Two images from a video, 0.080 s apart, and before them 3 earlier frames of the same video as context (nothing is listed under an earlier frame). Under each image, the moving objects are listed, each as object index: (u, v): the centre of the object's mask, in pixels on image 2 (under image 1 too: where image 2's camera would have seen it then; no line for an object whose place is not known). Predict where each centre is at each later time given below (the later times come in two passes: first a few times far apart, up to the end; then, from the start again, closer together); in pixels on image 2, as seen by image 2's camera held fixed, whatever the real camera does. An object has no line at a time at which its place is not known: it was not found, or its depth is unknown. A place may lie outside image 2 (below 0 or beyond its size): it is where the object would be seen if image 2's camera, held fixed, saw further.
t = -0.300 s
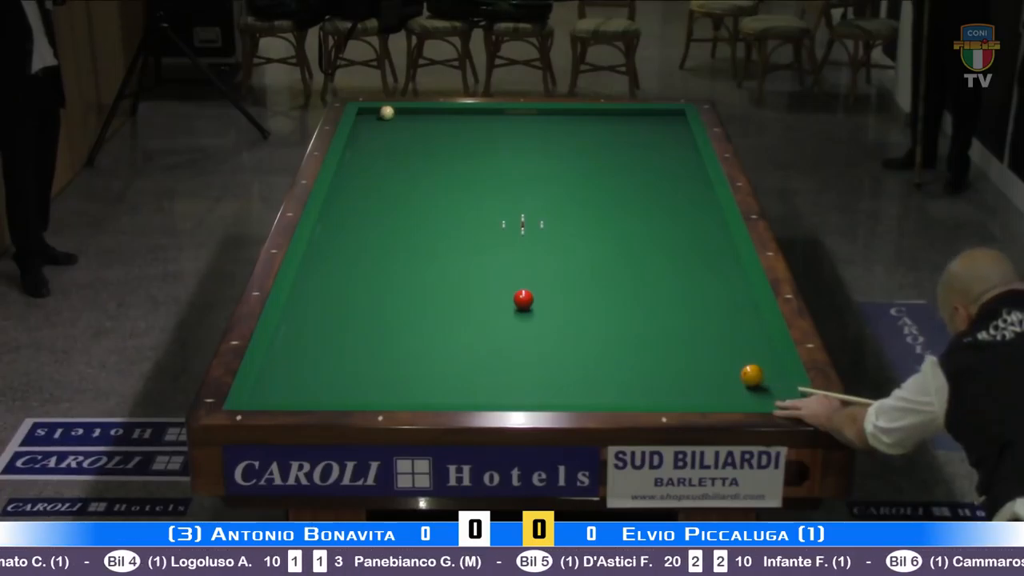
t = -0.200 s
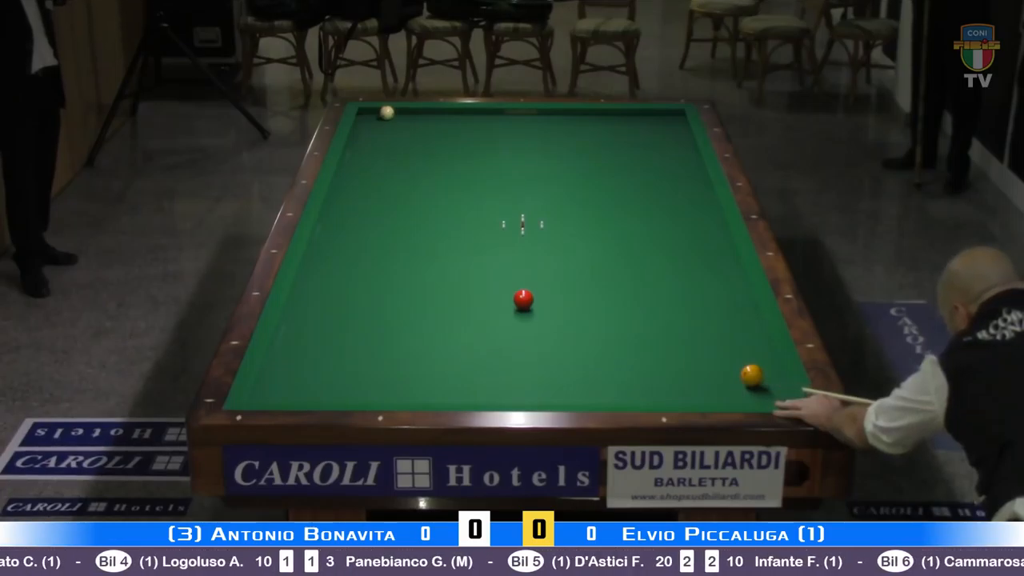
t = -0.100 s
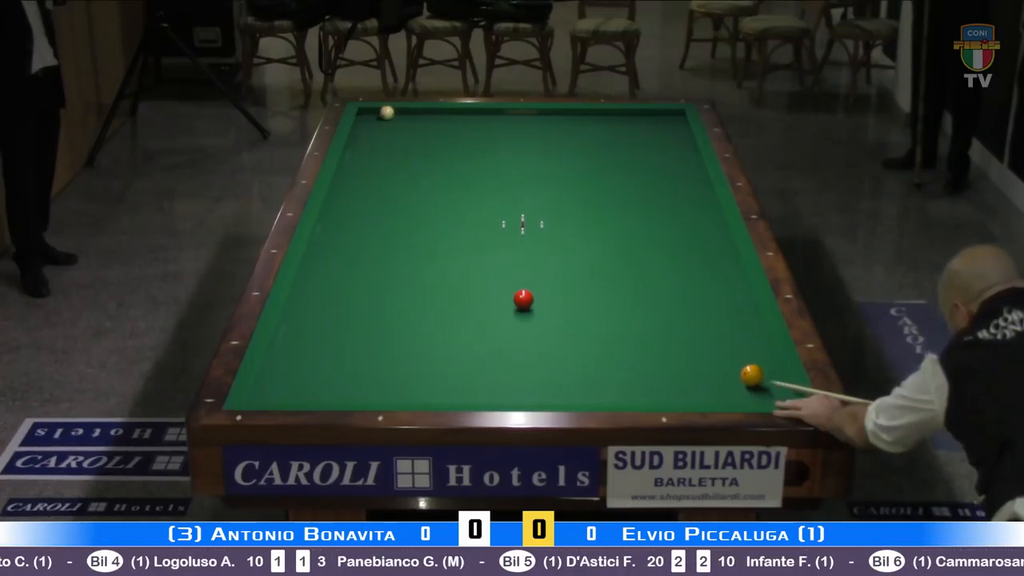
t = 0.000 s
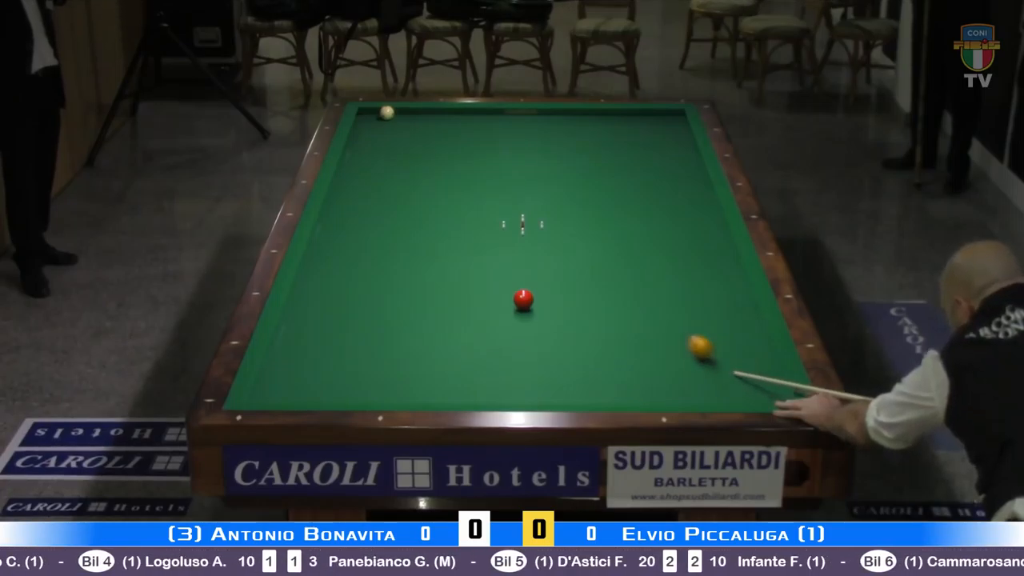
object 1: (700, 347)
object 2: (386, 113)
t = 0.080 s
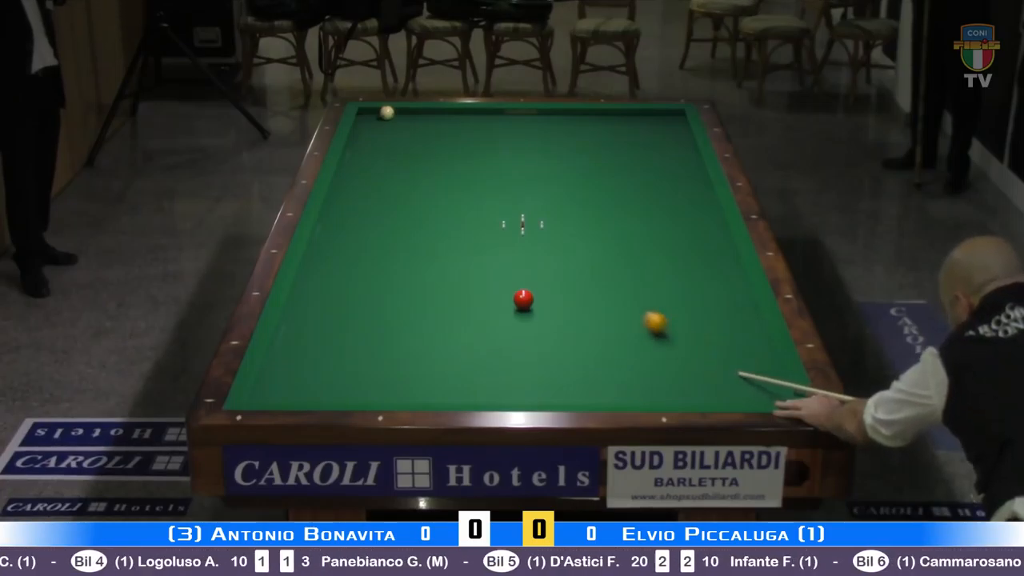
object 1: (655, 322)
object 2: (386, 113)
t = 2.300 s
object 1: (499, 119)
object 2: (363, 125)
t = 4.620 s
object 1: (577, 174)
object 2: (402, 180)
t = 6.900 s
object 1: (374, 237)
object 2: (434, 224)
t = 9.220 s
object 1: (356, 284)
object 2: (451, 251)
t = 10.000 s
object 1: (373, 293)
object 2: (454, 256)
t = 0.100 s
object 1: (644, 317)
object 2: (386, 113)
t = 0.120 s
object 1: (634, 311)
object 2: (386, 113)
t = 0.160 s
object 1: (615, 301)
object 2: (386, 113)
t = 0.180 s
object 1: (606, 296)
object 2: (386, 113)
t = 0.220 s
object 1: (589, 286)
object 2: (386, 113)
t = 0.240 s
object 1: (580, 281)
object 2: (386, 113)
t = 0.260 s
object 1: (572, 277)
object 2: (386, 113)
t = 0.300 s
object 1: (557, 268)
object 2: (386, 113)
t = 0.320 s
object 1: (549, 264)
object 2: (386, 113)
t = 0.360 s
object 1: (536, 256)
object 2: (386, 113)
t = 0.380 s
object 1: (529, 253)
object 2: (386, 113)
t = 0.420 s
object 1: (516, 245)
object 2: (386, 113)
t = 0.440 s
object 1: (510, 242)
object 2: (386, 113)
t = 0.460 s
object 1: (504, 239)
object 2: (386, 112)
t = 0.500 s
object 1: (493, 233)
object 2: (386, 113)
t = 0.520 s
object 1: (488, 229)
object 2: (386, 112)
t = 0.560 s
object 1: (477, 223)
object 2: (386, 113)
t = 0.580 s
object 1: (473, 221)
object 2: (386, 113)
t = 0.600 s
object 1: (468, 218)
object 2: (386, 113)
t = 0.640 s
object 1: (459, 213)
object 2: (386, 113)
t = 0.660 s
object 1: (456, 210)
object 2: (386, 112)
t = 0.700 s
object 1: (447, 206)
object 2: (386, 113)
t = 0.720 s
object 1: (444, 203)
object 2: (386, 113)
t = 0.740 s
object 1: (440, 201)
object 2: (386, 113)
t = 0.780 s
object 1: (434, 197)
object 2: (386, 113)
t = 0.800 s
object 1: (430, 195)
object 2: (386, 113)
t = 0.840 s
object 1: (424, 190)
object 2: (386, 113)
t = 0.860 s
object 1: (420, 188)
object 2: (386, 113)
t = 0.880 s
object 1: (417, 186)
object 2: (386, 113)
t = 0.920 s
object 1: (411, 182)
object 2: (386, 113)
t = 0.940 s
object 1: (408, 180)
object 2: (386, 112)
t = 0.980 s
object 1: (402, 176)
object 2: (386, 112)
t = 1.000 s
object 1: (399, 174)
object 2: (386, 113)
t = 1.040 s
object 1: (393, 171)
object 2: (386, 112)
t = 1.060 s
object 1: (390, 169)
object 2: (386, 113)
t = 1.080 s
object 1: (387, 167)
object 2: (386, 113)
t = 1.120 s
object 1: (382, 163)
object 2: (386, 113)
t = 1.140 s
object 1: (379, 161)
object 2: (386, 112)
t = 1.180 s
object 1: (374, 158)
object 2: (386, 112)
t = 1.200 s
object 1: (370, 156)
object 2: (386, 113)
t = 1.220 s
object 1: (368, 154)
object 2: (386, 112)
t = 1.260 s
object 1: (362, 150)
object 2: (386, 113)
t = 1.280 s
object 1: (359, 149)
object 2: (386, 113)
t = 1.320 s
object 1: (354, 145)
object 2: (386, 113)
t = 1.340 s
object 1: (352, 143)
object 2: (386, 112)
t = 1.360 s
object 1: (354, 142)
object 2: (386, 113)
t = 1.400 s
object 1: (360, 138)
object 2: (386, 112)
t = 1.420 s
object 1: (363, 136)
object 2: (386, 113)
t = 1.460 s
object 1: (368, 133)
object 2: (386, 113)
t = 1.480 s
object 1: (370, 132)
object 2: (386, 113)
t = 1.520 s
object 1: (375, 128)
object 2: (386, 112)
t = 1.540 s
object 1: (377, 127)
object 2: (387, 112)
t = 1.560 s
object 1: (379, 125)
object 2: (387, 112)
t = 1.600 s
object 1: (383, 122)
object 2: (387, 111)
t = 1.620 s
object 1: (386, 121)
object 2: (387, 110)
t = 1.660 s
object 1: (389, 117)
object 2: (385, 110)
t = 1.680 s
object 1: (392, 116)
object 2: (384, 110)
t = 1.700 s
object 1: (396, 116)
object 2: (383, 111)
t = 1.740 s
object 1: (403, 114)
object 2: (381, 110)
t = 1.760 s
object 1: (406, 114)
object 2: (380, 111)
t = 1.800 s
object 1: (413, 113)
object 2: (377, 112)
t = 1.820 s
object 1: (416, 112)
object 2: (376, 113)
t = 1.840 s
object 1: (420, 112)
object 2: (375, 113)
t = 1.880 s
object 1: (426, 110)
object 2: (373, 114)
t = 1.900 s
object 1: (430, 111)
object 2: (372, 115)
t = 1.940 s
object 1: (437, 112)
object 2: (369, 116)
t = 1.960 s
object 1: (440, 112)
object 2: (368, 116)
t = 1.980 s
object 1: (443, 113)
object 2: (367, 117)
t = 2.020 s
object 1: (450, 113)
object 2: (365, 118)
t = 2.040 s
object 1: (454, 114)
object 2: (364, 119)
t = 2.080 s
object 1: (461, 115)
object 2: (362, 120)
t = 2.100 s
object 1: (464, 115)
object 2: (361, 121)
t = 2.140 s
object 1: (471, 116)
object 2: (360, 121)
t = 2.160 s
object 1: (475, 116)
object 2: (361, 122)
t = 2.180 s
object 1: (478, 116)
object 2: (361, 122)
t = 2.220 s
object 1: (485, 117)
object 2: (361, 123)
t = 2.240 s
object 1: (489, 117)
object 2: (361, 123)
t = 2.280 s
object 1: (496, 118)
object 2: (362, 125)
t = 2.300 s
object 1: (499, 119)
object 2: (363, 125)
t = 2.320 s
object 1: (503, 119)
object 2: (363, 126)
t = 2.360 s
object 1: (510, 120)
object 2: (363, 127)
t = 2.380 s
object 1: (513, 120)
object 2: (363, 127)
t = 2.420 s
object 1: (520, 121)
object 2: (364, 128)
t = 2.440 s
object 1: (524, 121)
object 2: (365, 128)
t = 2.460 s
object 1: (527, 122)
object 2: (365, 129)
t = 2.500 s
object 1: (535, 123)
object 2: (365, 130)
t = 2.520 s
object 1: (538, 123)
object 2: (366, 130)
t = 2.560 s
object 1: (545, 124)
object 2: (367, 131)
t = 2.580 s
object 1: (549, 124)
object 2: (367, 132)
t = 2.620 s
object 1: (556, 125)
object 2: (368, 133)
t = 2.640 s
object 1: (559, 125)
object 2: (368, 133)
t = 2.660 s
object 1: (563, 126)
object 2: (368, 134)
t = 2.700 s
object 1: (570, 126)
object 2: (369, 135)
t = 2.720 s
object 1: (573, 127)
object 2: (369, 135)
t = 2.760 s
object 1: (581, 128)
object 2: (371, 136)
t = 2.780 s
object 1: (584, 128)
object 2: (371, 137)
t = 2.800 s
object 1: (588, 129)
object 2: (372, 137)
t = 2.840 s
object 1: (595, 130)
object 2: (372, 138)
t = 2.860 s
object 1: (598, 130)
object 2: (372, 139)
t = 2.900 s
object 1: (606, 131)
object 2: (373, 140)
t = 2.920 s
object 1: (609, 131)
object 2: (373, 140)
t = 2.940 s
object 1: (612, 132)
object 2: (373, 141)
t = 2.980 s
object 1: (620, 132)
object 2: (374, 142)
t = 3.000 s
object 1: (623, 133)
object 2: (374, 142)
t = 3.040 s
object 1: (631, 133)
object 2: (375, 144)
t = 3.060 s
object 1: (634, 134)
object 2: (375, 144)
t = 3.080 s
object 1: (637, 134)
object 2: (376, 145)
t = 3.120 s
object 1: (645, 135)
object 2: (376, 145)
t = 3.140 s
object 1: (648, 136)
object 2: (377, 145)
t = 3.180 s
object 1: (655, 136)
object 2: (378, 147)
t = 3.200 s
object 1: (659, 137)
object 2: (378, 147)
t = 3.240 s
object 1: (666, 137)
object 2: (379, 148)
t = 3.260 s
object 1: (669, 138)
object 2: (379, 149)
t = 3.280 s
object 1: (673, 138)
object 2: (380, 149)
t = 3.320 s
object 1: (680, 139)
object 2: (380, 150)
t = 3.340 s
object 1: (683, 139)
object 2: (380, 151)
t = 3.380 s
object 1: (687, 140)
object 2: (381, 152)
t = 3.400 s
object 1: (685, 141)
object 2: (381, 152)
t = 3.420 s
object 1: (683, 141)
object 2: (381, 152)
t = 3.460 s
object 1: (678, 142)
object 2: (382, 153)
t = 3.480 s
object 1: (677, 143)
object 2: (382, 154)
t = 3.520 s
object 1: (672, 144)
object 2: (382, 155)
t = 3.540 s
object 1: (671, 144)
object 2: (383, 155)
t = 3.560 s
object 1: (669, 145)
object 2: (383, 156)
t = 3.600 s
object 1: (666, 146)
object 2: (384, 157)
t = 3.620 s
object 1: (664, 147)
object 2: (385, 158)
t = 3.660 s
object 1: (660, 148)
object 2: (385, 158)
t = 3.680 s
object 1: (659, 148)
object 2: (386, 159)
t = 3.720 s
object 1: (655, 150)
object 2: (386, 159)
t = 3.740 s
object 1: (654, 150)
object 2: (387, 160)
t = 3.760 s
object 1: (652, 151)
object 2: (387, 161)
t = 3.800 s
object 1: (648, 152)
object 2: (388, 162)
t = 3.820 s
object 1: (647, 152)
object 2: (388, 162)
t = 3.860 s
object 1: (643, 153)
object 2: (389, 163)
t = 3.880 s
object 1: (642, 154)
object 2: (390, 164)
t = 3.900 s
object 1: (640, 154)
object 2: (390, 164)
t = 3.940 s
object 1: (636, 155)
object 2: (390, 164)
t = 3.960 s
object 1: (634, 156)
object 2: (391, 165)
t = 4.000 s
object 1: (631, 157)
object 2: (392, 166)
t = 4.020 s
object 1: (629, 158)
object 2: (392, 167)
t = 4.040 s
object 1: (628, 158)
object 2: (392, 167)
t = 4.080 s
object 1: (624, 159)
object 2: (393, 168)
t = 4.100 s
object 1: (623, 160)
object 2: (393, 169)
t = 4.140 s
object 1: (619, 161)
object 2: (394, 170)
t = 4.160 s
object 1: (617, 161)
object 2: (394, 170)
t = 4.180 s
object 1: (615, 162)
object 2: (395, 171)
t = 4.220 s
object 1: (612, 163)
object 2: (395, 171)
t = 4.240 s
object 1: (610, 164)
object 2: (396, 172)
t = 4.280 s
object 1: (607, 165)
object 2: (396, 173)
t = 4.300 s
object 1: (605, 165)
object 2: (397, 173)
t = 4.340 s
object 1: (602, 166)
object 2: (397, 174)
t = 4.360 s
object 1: (600, 167)
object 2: (398, 175)
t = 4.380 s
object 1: (598, 168)
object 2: (398, 175)
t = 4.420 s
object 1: (594, 169)
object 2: (399, 176)
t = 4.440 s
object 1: (593, 169)
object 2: (399, 176)
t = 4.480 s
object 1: (589, 170)
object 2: (400, 177)
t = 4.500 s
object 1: (587, 171)
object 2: (400, 178)
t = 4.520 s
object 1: (586, 171)
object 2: (400, 178)
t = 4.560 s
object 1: (582, 172)
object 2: (401, 179)
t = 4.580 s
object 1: (580, 173)
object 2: (401, 179)
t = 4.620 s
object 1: (577, 174)
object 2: (402, 180)
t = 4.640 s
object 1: (575, 175)
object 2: (402, 181)
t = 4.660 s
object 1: (573, 175)
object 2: (403, 181)
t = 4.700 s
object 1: (570, 176)
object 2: (403, 182)
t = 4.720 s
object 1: (568, 177)
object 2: (404, 183)
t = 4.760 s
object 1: (565, 178)
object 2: (404, 183)
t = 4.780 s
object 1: (563, 179)
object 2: (405, 184)
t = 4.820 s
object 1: (559, 180)
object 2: (405, 185)
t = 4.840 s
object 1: (557, 180)
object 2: (406, 185)
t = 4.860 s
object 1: (555, 181)
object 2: (406, 185)
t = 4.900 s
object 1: (552, 182)
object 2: (407, 186)
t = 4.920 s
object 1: (550, 182)
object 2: (407, 187)
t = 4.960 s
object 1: (547, 184)
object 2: (407, 188)
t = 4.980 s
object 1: (545, 184)
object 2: (408, 188)
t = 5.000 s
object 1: (543, 185)
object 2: (408, 189)
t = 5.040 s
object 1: (540, 186)
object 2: (409, 189)
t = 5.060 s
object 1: (538, 186)
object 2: (409, 190)
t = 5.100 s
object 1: (534, 188)
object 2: (410, 191)
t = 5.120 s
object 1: (533, 188)
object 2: (410, 191)
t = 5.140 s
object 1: (530, 189)
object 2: (410, 191)
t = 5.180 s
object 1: (527, 190)
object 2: (411, 192)
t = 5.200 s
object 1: (525, 190)
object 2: (411, 193)
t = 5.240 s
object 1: (522, 191)
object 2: (412, 194)
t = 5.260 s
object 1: (520, 192)
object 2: (412, 194)
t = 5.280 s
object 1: (518, 192)
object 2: (412, 194)
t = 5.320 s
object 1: (514, 194)
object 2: (413, 195)
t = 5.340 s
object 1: (513, 194)
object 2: (413, 196)
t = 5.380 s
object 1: (509, 195)
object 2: (414, 197)
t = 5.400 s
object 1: (507, 196)
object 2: (414, 197)
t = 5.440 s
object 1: (504, 197)
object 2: (415, 198)
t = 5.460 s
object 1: (502, 198)
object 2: (415, 198)
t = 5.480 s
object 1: (500, 198)
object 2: (416, 199)
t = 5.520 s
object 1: (496, 199)
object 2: (416, 200)
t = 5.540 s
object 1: (495, 200)
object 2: (416, 200)
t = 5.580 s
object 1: (491, 201)
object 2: (417, 201)
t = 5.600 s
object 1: (489, 201)
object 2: (417, 201)
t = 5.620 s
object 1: (487, 202)
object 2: (417, 201)
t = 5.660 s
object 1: (484, 203)
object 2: (418, 202)
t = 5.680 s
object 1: (482, 204)
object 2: (418, 202)
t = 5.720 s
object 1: (479, 205)
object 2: (419, 203)
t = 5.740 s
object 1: (477, 206)
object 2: (419, 204)
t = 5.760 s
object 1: (475, 206)
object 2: (419, 204)
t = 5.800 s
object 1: (471, 207)
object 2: (420, 205)
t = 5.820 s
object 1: (469, 208)
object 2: (420, 205)
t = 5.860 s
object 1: (466, 209)
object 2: (421, 206)
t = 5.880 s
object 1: (464, 209)
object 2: (421, 206)
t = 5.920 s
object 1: (460, 210)
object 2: (422, 207)
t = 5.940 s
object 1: (459, 211)
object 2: (422, 207)
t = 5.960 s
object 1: (457, 211)
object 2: (422, 208)
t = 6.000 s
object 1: (453, 212)
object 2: (422, 208)
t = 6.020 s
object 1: (452, 213)
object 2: (423, 209)
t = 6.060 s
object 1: (448, 214)
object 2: (423, 210)
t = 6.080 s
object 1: (446, 215)
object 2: (424, 210)
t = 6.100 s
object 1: (444, 215)
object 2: (424, 210)
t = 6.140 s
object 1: (442, 216)
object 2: (425, 211)
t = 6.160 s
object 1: (440, 217)
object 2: (424, 211)
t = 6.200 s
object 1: (436, 218)
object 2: (424, 211)
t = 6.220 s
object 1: (434, 219)
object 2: (424, 211)
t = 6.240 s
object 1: (432, 219)
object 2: (424, 210)
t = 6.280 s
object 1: (428, 219)
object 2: (426, 208)
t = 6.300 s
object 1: (427, 219)
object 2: (427, 208)
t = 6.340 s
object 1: (424, 221)
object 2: (429, 210)
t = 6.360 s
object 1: (422, 222)
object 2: (429, 211)
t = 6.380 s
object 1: (420, 222)
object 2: (430, 213)
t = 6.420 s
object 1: (417, 224)
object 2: (430, 215)
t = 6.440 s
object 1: (415, 224)
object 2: (429, 216)
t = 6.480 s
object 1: (411, 225)
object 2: (429, 217)
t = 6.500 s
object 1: (410, 225)
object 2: (429, 217)
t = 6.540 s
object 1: (405, 227)
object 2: (430, 218)
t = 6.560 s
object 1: (404, 227)
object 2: (430, 219)
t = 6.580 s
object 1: (402, 228)
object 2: (430, 219)
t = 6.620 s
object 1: (398, 229)
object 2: (431, 220)
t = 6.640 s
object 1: (396, 230)
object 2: (431, 220)
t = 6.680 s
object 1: (393, 231)
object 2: (432, 221)
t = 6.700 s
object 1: (391, 231)
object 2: (432, 221)
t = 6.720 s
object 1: (389, 232)
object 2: (432, 221)
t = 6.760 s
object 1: (386, 233)
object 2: (433, 222)
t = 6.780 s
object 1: (384, 234)
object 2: (433, 222)
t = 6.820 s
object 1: (381, 235)
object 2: (433, 223)
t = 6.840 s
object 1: (379, 235)
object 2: (433, 223)
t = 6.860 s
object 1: (377, 235)
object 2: (434, 224)
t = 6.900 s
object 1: (374, 237)
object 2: (434, 224)
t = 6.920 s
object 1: (372, 237)
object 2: (434, 225)
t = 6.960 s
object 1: (369, 239)
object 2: (435, 225)
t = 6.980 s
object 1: (367, 239)
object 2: (435, 226)
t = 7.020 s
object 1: (364, 240)
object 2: (436, 226)
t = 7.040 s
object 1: (362, 241)
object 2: (436, 227)
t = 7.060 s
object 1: (360, 241)
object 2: (436, 227)
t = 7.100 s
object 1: (357, 242)
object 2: (436, 228)
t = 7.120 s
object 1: (355, 243)
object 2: (437, 228)
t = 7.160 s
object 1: (351, 244)
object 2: (437, 228)
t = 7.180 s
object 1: (350, 244)
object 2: (437, 229)
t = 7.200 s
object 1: (348, 245)
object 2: (438, 229)
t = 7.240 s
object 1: (344, 246)
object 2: (438, 229)
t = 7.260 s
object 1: (343, 246)
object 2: (438, 230)
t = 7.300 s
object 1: (339, 247)
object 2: (438, 230)
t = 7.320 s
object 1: (338, 248)
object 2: (439, 231)
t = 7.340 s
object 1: (336, 248)
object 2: (439, 231)
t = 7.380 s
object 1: (332, 250)
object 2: (439, 232)
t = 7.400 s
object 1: (331, 250)
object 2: (440, 232)
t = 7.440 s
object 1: (327, 251)
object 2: (440, 233)
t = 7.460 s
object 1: (326, 251)
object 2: (440, 233)
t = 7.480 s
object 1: (324, 252)
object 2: (440, 233)
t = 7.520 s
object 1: (320, 253)
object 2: (441, 234)
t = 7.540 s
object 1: (319, 254)
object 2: (441, 234)
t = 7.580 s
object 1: (316, 254)
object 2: (441, 234)
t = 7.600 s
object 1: (314, 255)
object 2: (442, 234)
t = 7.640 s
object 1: (312, 256)
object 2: (442, 235)
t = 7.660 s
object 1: (313, 256)
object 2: (442, 235)
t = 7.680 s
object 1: (314, 257)
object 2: (442, 236)
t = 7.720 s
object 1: (315, 257)
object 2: (443, 236)
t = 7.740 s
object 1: (316, 258)
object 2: (443, 236)
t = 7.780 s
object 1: (317, 259)
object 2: (443, 237)
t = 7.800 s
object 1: (317, 259)
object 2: (443, 237)
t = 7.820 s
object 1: (318, 260)
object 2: (443, 238)
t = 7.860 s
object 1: (319, 260)
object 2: (444, 238)
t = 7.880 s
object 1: (320, 261)
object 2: (444, 238)
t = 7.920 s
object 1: (321, 262)
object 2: (444, 239)
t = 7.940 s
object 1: (321, 262)
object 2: (444, 239)
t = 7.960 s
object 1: (322, 262)
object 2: (445, 240)
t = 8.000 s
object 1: (323, 263)
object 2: (445, 240)
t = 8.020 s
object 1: (324, 263)
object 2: (445, 240)
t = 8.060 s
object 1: (325, 264)
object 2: (445, 241)
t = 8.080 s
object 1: (326, 265)
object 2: (445, 241)
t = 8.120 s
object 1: (326, 265)
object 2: (446, 241)
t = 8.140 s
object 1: (327, 266)
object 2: (446, 241)
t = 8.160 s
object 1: (328, 266)
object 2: (446, 241)
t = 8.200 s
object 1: (329, 267)
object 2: (446, 242)
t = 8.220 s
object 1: (329, 267)
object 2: (447, 242)
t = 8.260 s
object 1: (331, 268)
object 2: (447, 242)
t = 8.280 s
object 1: (331, 268)
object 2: (447, 243)
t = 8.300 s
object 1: (332, 269)
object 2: (447, 243)
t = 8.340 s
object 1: (333, 269)
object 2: (448, 243)
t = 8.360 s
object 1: (333, 270)
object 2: (448, 243)
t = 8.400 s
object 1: (335, 270)
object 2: (448, 244)
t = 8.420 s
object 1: (335, 271)
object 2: (448, 245)
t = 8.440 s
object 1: (335, 271)
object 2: (448, 244)
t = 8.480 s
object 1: (337, 272)
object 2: (449, 245)
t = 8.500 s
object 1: (337, 272)
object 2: (449, 245)
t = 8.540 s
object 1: (338, 273)
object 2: (449, 245)
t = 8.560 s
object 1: (339, 273)
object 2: (449, 245)
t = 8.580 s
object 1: (339, 274)
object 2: (449, 246)
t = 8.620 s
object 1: (340, 274)
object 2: (450, 246)
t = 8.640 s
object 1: (341, 274)
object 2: (450, 246)
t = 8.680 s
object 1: (342, 275)
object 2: (450, 246)
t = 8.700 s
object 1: (342, 276)
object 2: (450, 247)
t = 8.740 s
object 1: (343, 276)
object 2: (450, 248)
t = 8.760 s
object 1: (344, 277)
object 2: (450, 247)
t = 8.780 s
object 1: (344, 277)
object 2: (450, 248)
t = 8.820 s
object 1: (346, 278)
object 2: (450, 248)
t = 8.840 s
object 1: (346, 278)
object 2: (450, 249)
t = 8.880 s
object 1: (347, 278)
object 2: (451, 248)
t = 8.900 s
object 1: (347, 279)
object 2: (451, 249)
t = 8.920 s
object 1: (348, 279)
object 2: (451, 249)
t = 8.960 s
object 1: (349, 280)
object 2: (451, 249)
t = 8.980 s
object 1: (350, 280)
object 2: (451, 250)
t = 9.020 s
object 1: (351, 281)
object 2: (451, 249)
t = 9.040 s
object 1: (351, 281)
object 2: (451, 250)
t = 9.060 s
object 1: (352, 281)
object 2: (451, 250)
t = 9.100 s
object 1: (353, 282)
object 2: (451, 250)
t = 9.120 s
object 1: (353, 282)
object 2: (451, 250)
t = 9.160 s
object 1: (354, 283)
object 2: (451, 251)
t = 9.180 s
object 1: (355, 283)
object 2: (451, 251)
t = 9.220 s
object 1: (356, 284)
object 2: (451, 251)
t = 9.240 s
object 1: (356, 284)
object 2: (451, 251)
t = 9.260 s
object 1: (357, 284)
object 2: (452, 251)
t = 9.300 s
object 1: (358, 285)
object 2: (452, 251)
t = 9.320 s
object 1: (358, 285)
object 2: (452, 251)
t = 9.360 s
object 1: (359, 285)
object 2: (452, 252)
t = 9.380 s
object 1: (360, 286)
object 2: (452, 252)
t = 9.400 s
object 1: (360, 286)
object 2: (452, 253)
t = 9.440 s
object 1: (361, 286)
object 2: (453, 253)
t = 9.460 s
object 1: (362, 287)
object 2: (453, 253)
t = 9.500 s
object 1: (363, 287)
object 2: (453, 254)
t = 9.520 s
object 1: (363, 288)
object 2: (453, 254)
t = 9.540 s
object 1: (363, 288)
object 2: (453, 254)
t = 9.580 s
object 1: (364, 288)
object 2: (453, 254)
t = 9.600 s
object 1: (364, 289)
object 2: (453, 254)
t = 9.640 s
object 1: (365, 289)
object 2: (453, 254)
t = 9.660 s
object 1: (366, 289)
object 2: (453, 254)
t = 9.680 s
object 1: (366, 290)
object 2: (453, 254)
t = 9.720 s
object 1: (367, 290)
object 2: (454, 254)
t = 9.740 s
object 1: (368, 290)
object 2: (454, 255)
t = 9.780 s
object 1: (368, 291)
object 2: (454, 255)
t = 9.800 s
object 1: (369, 291)
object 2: (454, 255)
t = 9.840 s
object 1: (370, 291)
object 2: (454, 255)
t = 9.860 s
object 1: (370, 292)
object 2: (454, 255)
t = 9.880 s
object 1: (371, 292)
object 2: (454, 255)
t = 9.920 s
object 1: (372, 292)
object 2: (454, 256)
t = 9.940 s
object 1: (372, 292)
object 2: (454, 256)
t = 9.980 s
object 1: (373, 293)
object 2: (454, 256)
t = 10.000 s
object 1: (373, 293)
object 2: (454, 256)
